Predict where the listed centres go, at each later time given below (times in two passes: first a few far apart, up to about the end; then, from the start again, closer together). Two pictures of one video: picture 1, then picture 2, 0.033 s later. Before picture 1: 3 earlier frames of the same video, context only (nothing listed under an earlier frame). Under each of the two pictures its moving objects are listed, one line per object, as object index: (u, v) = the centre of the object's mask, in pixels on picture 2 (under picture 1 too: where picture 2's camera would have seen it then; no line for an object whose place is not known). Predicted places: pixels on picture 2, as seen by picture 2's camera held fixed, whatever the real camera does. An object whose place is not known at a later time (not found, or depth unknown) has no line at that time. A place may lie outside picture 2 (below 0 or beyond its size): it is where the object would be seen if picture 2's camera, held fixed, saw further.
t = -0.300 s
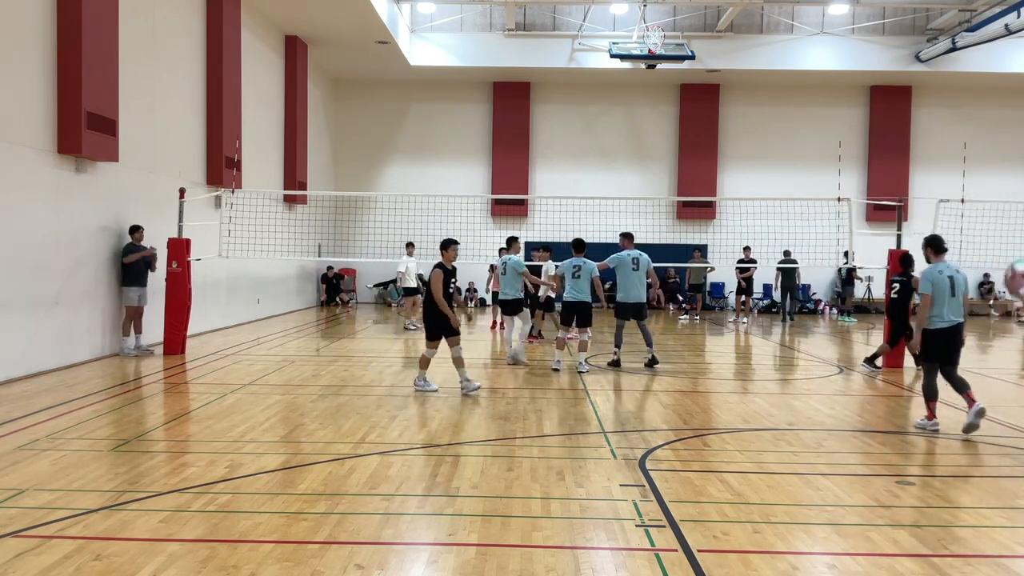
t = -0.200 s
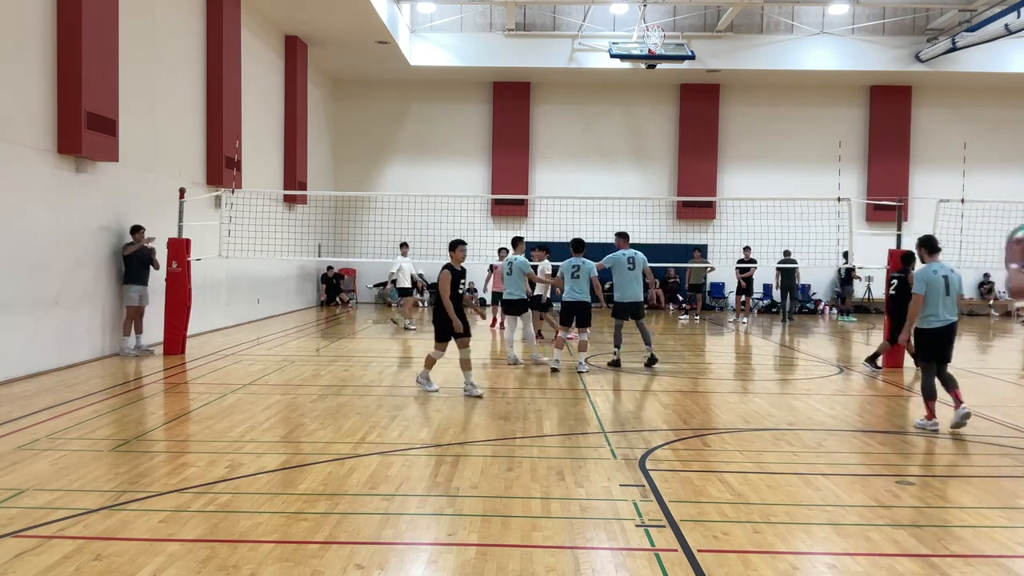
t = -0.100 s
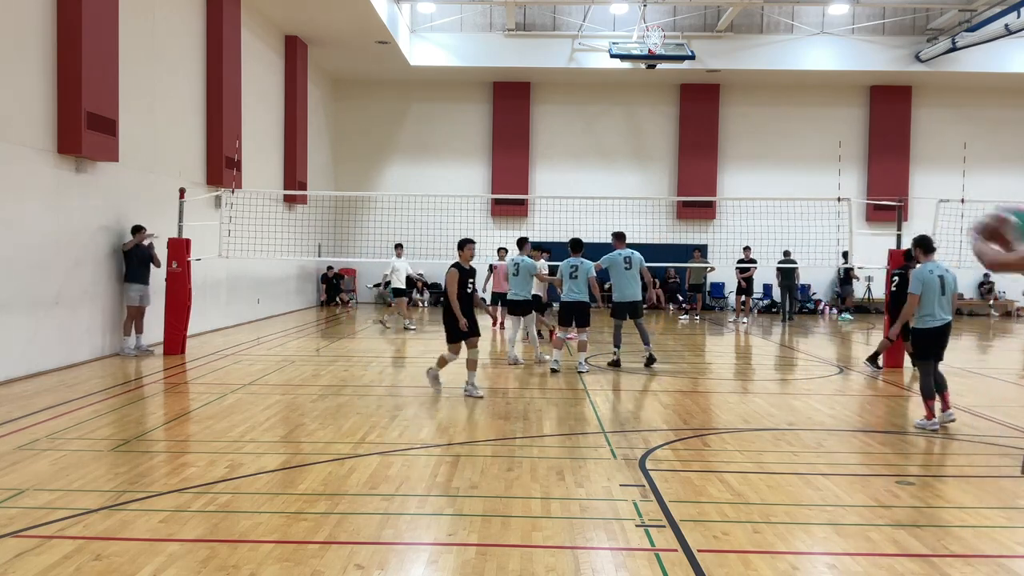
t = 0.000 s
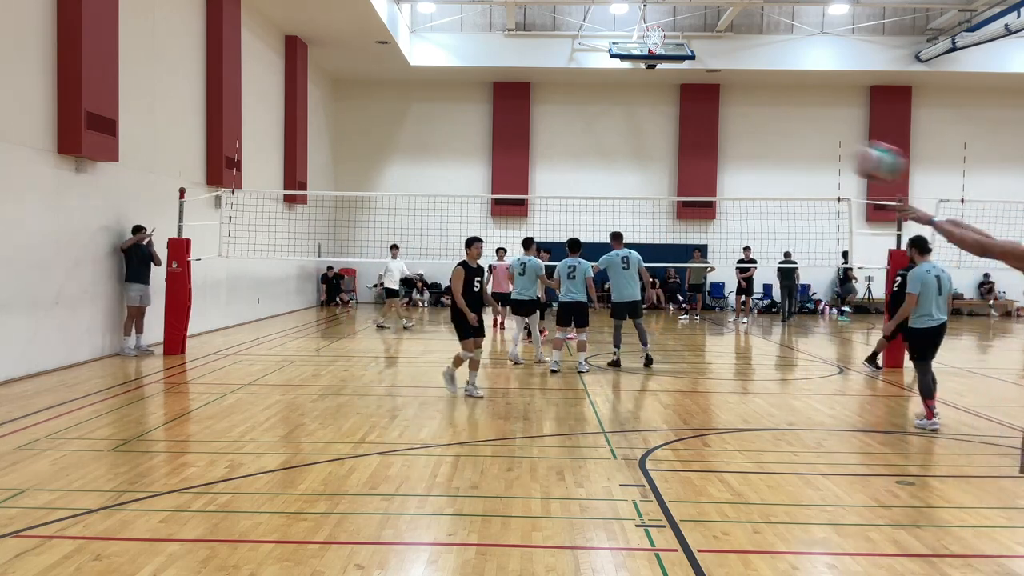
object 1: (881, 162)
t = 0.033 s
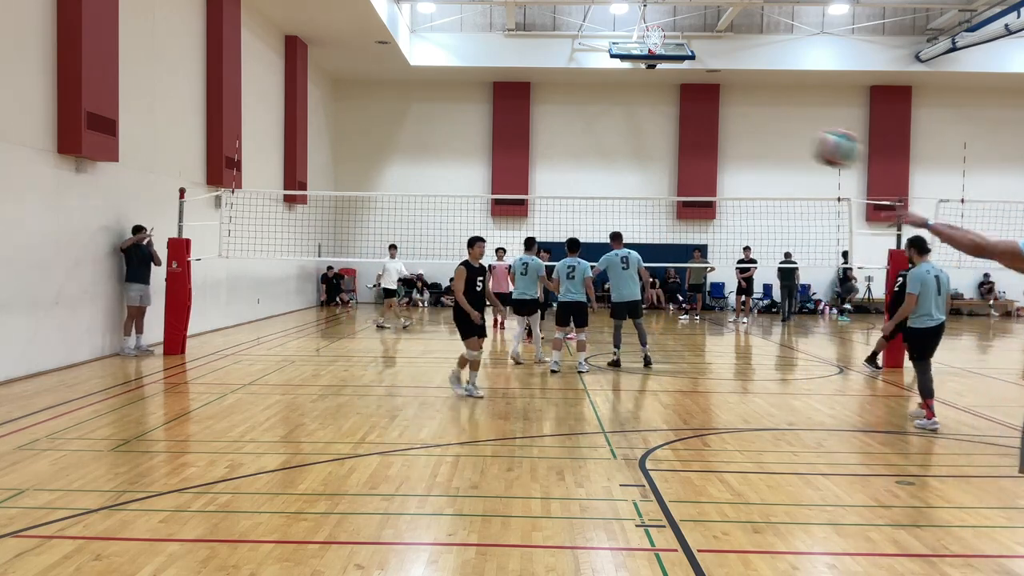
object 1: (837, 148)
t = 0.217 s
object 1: (659, 118)
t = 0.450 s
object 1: (510, 150)
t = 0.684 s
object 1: (410, 232)
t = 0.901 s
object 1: (345, 330)
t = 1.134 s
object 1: (300, 334)
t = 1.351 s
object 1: (276, 271)
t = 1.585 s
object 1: (250, 251)
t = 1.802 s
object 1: (229, 273)
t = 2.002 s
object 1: (211, 323)
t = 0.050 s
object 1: (818, 142)
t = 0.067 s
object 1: (800, 137)
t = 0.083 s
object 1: (781, 133)
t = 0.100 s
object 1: (764, 129)
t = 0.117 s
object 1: (748, 126)
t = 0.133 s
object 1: (732, 124)
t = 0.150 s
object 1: (714, 121)
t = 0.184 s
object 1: (686, 119)
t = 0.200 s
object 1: (673, 119)
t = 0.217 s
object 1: (659, 118)
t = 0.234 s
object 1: (646, 119)
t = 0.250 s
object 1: (633, 119)
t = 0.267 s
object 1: (620, 120)
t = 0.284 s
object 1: (609, 121)
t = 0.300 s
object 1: (597, 123)
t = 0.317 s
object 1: (586, 125)
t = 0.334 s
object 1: (576, 127)
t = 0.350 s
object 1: (565, 130)
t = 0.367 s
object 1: (556, 132)
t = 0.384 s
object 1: (546, 136)
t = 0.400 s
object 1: (536, 139)
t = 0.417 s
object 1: (527, 142)
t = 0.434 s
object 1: (518, 146)
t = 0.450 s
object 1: (510, 150)
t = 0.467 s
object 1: (503, 154)
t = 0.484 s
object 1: (494, 160)
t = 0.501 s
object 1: (486, 165)
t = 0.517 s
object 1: (477, 172)
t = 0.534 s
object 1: (470, 176)
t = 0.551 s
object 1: (463, 181)
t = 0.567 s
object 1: (456, 187)
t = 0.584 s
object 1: (449, 193)
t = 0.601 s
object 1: (442, 199)
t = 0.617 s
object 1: (435, 205)
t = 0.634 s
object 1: (429, 212)
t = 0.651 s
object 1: (423, 218)
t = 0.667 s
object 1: (416, 225)
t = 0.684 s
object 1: (410, 232)
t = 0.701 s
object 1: (405, 239)
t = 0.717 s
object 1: (399, 246)
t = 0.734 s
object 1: (394, 254)
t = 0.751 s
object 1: (388, 262)
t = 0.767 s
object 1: (382, 269)
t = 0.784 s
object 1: (377, 275)
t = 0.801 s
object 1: (372, 280)
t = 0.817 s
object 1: (367, 288)
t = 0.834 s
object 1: (364, 296)
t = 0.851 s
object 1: (358, 304)
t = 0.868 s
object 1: (353, 316)
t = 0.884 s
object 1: (349, 323)
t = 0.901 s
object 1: (345, 330)
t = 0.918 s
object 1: (341, 339)
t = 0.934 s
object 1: (336, 349)
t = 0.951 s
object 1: (331, 358)
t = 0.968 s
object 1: (327, 368)
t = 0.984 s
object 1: (323, 376)
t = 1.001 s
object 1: (319, 384)
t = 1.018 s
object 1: (316, 388)
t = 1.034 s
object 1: (314, 380)
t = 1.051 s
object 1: (312, 372)
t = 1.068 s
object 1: (310, 364)
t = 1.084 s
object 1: (309, 355)
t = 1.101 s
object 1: (305, 348)
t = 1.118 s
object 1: (304, 340)
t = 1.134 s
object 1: (300, 334)
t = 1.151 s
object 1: (299, 326)
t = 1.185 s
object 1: (295, 315)
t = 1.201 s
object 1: (293, 308)
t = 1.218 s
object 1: (291, 304)
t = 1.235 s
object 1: (289, 299)
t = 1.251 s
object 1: (287, 294)
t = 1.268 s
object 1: (285, 289)
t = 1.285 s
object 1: (283, 285)
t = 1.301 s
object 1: (281, 281)
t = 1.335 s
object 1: (277, 275)
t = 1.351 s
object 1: (276, 271)
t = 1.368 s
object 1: (274, 268)
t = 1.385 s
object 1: (272, 264)
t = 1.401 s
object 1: (270, 262)
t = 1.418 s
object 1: (268, 260)
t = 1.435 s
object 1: (267, 258)
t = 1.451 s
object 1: (265, 256)
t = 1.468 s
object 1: (263, 256)
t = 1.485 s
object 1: (261, 254)
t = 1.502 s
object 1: (259, 252)
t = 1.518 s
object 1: (257, 252)
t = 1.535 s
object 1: (256, 252)
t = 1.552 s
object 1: (253, 252)
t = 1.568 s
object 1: (252, 251)
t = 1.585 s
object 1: (250, 251)
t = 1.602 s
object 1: (249, 251)
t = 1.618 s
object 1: (247, 252)
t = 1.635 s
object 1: (246, 253)
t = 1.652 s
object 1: (244, 255)
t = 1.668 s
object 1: (242, 256)
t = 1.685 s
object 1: (240, 258)
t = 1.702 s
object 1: (239, 259)
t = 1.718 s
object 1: (237, 261)
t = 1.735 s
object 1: (236, 263)
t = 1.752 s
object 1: (234, 266)
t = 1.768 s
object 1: (233, 268)
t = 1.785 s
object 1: (231, 271)
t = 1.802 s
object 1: (229, 273)
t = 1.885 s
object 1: (222, 291)
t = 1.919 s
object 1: (219, 299)
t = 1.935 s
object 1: (218, 304)
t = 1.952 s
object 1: (216, 309)
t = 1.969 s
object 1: (214, 313)
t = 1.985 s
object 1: (213, 319)
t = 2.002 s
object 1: (211, 323)
